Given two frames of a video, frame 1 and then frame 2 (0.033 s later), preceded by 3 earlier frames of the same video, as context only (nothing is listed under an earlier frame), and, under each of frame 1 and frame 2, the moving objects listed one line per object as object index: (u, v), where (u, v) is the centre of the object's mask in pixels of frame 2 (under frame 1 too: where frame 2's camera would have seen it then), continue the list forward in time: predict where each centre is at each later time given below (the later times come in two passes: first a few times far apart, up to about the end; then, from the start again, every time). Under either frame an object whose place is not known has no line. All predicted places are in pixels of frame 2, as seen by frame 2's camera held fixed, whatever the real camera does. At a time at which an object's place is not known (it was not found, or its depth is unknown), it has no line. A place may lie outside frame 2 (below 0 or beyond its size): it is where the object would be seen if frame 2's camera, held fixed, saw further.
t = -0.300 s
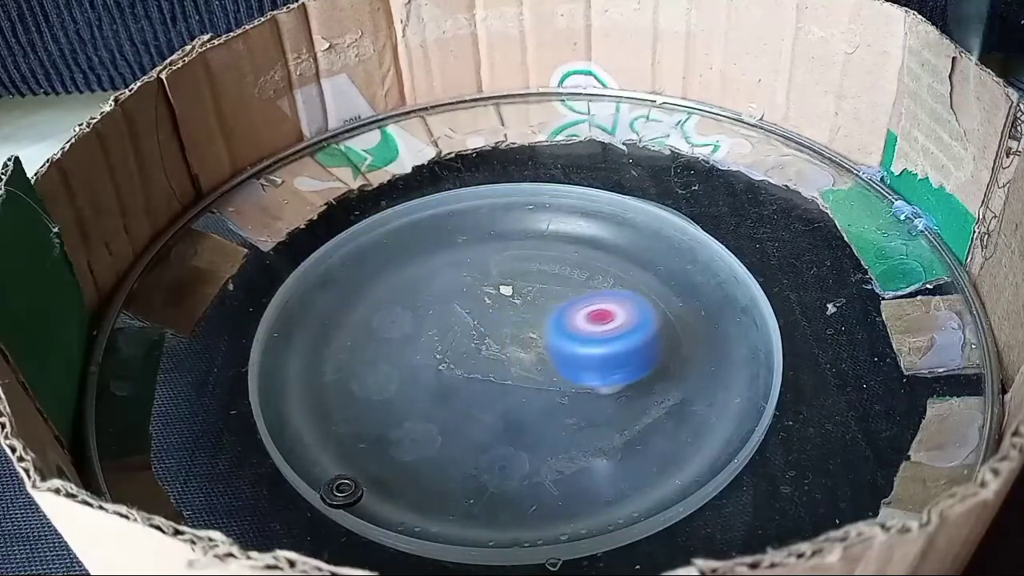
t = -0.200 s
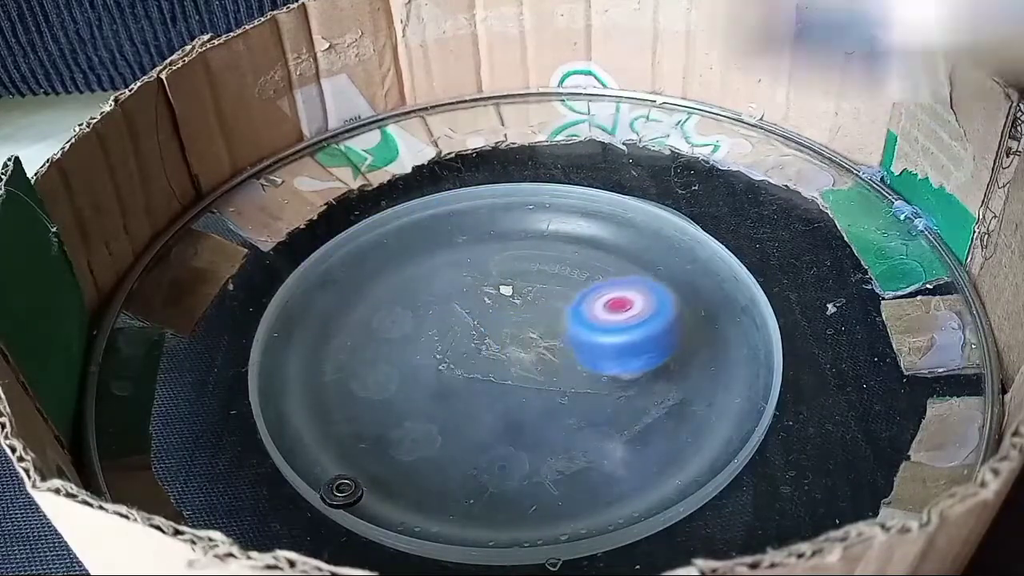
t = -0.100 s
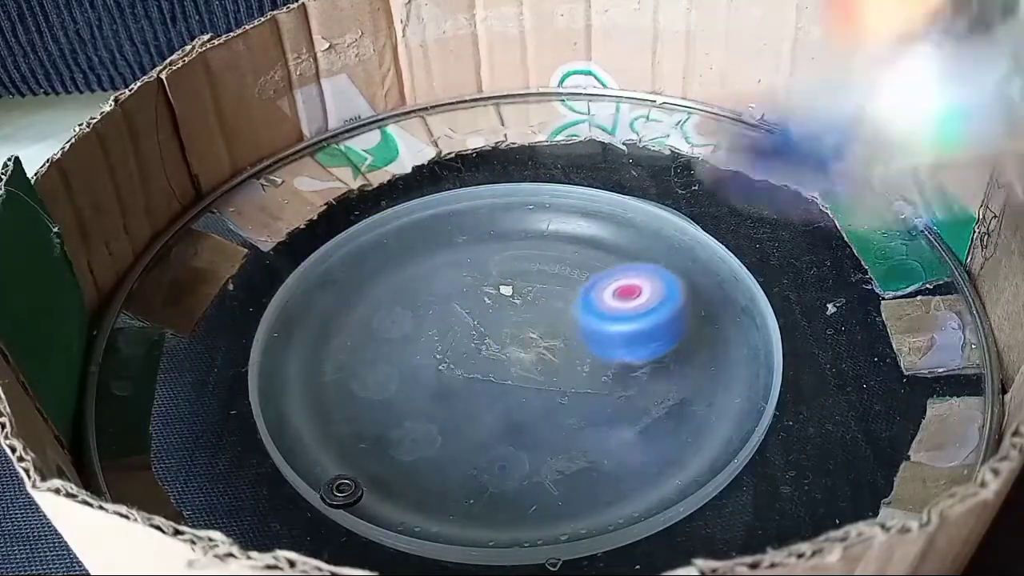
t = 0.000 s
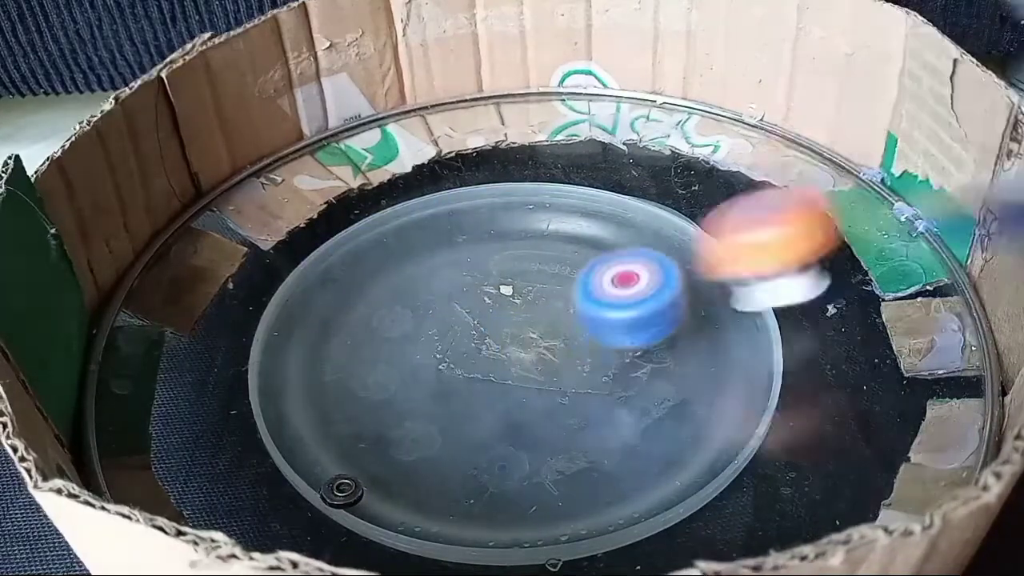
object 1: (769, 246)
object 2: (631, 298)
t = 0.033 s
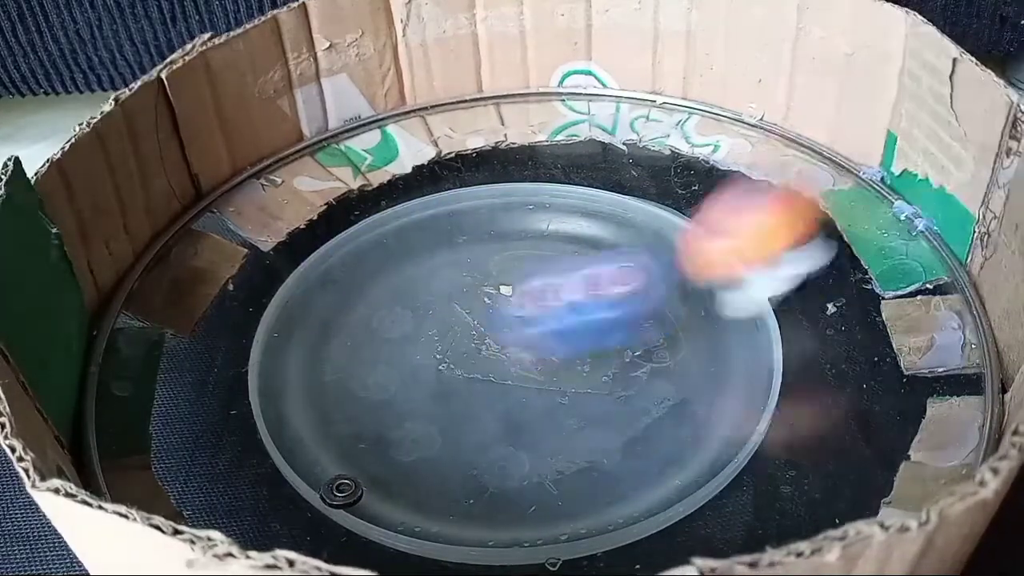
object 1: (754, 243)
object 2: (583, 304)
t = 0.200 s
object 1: (762, 142)
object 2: (236, 244)
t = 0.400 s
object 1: (588, 206)
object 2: (461, 92)
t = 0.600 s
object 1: (600, 334)
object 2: (799, 247)
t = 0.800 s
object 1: (624, 378)
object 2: (871, 362)
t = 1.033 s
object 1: (524, 324)
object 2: (760, 409)
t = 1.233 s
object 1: (429, 267)
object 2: (548, 393)
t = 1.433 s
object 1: (439, 216)
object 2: (379, 364)
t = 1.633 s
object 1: (502, 122)
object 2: (284, 417)
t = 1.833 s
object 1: (559, 162)
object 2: (350, 406)
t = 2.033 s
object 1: (654, 293)
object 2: (503, 348)
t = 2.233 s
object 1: (679, 412)
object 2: (614, 243)
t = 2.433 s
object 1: (567, 425)
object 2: (614, 215)
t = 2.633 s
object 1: (384, 339)
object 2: (520, 253)
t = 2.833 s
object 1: (294, 261)
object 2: (430, 311)
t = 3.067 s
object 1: (385, 209)
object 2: (459, 374)
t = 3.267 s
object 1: (528, 188)
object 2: (548, 346)
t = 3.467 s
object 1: (643, 197)
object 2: (585, 283)
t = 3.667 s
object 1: (673, 233)
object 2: (548, 289)
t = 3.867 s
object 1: (680, 300)
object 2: (482, 313)
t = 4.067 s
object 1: (630, 342)
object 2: (492, 328)
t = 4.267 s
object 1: (649, 341)
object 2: (419, 295)
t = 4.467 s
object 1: (531, 288)
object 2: (405, 292)
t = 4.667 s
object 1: (650, 213)
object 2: (285, 306)
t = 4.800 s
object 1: (701, 199)
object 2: (292, 322)
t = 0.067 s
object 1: (815, 199)
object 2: (432, 337)
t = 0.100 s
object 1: (869, 171)
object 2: (305, 350)
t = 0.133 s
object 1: (849, 136)
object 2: (183, 350)
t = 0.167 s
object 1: (808, 134)
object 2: (162, 291)
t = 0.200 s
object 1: (762, 142)
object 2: (236, 244)
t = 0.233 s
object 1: (699, 145)
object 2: (311, 212)
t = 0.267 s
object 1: (633, 152)
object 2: (391, 207)
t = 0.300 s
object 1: (569, 162)
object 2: (448, 152)
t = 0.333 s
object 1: (567, 171)
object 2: (446, 119)
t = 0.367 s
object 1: (580, 186)
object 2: (420, 94)
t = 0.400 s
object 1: (588, 206)
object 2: (461, 92)
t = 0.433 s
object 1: (587, 229)
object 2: (528, 129)
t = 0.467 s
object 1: (585, 251)
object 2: (588, 150)
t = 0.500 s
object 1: (584, 275)
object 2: (651, 170)
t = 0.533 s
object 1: (588, 300)
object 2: (707, 196)
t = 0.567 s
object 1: (595, 319)
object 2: (759, 221)
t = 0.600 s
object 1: (600, 334)
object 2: (799, 247)
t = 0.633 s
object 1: (606, 349)
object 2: (831, 271)
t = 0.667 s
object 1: (610, 360)
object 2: (856, 294)
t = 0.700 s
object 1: (615, 370)
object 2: (872, 316)
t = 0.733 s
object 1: (620, 375)
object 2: (881, 337)
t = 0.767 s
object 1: (623, 378)
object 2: (877, 350)
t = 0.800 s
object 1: (624, 378)
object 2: (871, 362)
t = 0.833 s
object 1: (624, 374)
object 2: (863, 372)
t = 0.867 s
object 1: (617, 371)
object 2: (856, 381)
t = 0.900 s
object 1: (608, 367)
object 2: (845, 390)
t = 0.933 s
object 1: (592, 358)
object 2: (828, 396)
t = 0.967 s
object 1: (570, 349)
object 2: (809, 401)
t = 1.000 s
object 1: (548, 338)
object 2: (786, 406)
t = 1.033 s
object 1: (524, 324)
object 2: (760, 409)
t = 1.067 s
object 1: (506, 306)
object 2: (733, 410)
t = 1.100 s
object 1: (491, 294)
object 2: (698, 410)
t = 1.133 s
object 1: (476, 283)
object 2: (665, 411)
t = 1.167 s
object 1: (459, 275)
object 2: (627, 405)
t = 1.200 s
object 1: (443, 270)
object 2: (589, 400)
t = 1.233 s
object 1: (429, 267)
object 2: (548, 393)
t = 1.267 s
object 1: (417, 263)
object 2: (512, 382)
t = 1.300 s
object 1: (407, 259)
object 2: (478, 368)
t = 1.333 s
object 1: (404, 254)
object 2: (450, 353)
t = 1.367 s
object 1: (407, 248)
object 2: (429, 341)
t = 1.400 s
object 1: (421, 239)
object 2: (406, 343)
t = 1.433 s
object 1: (439, 216)
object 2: (379, 364)
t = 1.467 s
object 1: (456, 195)
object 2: (353, 379)
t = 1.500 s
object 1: (470, 172)
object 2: (327, 396)
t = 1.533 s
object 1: (480, 157)
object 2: (305, 407)
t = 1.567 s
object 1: (489, 141)
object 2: (292, 412)
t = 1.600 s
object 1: (496, 131)
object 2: (284, 415)
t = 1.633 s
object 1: (502, 122)
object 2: (284, 417)
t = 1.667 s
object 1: (509, 119)
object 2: (285, 417)
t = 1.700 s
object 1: (518, 119)
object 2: (294, 416)
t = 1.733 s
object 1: (526, 124)
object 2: (301, 413)
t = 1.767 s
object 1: (536, 133)
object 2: (316, 412)
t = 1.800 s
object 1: (547, 143)
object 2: (333, 407)
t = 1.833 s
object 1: (559, 162)
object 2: (350, 406)
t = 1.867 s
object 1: (575, 178)
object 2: (372, 402)
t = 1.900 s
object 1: (590, 200)
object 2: (399, 395)
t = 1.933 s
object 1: (607, 225)
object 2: (425, 385)
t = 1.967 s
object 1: (623, 250)
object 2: (455, 373)
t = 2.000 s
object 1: (642, 275)
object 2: (477, 362)
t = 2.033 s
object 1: (654, 293)
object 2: (503, 348)
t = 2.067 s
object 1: (665, 312)
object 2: (528, 330)
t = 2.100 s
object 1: (672, 331)
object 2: (545, 311)
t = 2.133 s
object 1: (679, 354)
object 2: (565, 291)
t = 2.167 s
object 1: (683, 376)
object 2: (584, 273)
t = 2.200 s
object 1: (684, 396)
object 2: (600, 258)
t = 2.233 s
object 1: (679, 412)
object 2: (614, 243)
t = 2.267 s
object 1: (671, 425)
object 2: (623, 232)
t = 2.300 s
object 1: (657, 434)
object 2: (628, 222)
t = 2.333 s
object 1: (640, 438)
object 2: (628, 216)
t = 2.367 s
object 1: (619, 437)
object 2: (625, 214)
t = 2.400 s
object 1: (596, 432)
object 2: (620, 214)
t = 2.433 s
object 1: (567, 425)
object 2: (614, 215)
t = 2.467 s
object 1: (536, 415)
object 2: (603, 218)
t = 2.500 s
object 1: (506, 403)
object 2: (590, 223)
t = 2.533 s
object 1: (474, 388)
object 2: (575, 230)
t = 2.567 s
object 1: (443, 373)
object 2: (559, 238)
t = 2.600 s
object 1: (414, 356)
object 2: (542, 243)
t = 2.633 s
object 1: (384, 339)
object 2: (520, 253)
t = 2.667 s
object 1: (359, 324)
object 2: (499, 261)
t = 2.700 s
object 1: (337, 309)
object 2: (482, 269)
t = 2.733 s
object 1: (318, 295)
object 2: (467, 280)
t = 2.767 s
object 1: (305, 283)
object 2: (453, 290)
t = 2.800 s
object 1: (298, 272)
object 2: (441, 302)
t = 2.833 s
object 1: (294, 261)
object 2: (430, 311)
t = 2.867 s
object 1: (295, 250)
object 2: (427, 323)
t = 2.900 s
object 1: (300, 243)
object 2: (426, 332)
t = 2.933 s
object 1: (309, 235)
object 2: (427, 342)
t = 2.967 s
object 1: (323, 229)
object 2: (430, 351)
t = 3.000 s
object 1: (341, 223)
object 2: (437, 362)
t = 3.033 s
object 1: (363, 218)
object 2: (445, 369)
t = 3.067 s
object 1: (385, 209)
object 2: (459, 374)
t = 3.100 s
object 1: (409, 204)
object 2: (475, 377)
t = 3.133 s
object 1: (434, 200)
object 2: (487, 376)
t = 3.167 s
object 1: (459, 196)
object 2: (503, 371)
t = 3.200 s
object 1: (483, 190)
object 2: (518, 366)
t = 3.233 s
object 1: (507, 190)
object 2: (534, 355)
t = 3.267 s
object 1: (528, 188)
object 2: (548, 346)
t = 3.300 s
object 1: (550, 187)
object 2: (560, 333)
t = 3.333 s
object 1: (572, 188)
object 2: (569, 320)
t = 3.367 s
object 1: (590, 192)
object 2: (576, 306)
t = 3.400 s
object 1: (606, 194)
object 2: (583, 294)
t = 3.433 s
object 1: (623, 194)
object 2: (587, 281)
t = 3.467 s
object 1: (643, 197)
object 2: (585, 283)
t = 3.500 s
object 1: (658, 200)
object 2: (583, 284)
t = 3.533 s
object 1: (668, 201)
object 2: (579, 283)
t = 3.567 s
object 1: (677, 206)
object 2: (572, 282)
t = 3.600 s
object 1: (681, 212)
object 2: (563, 283)
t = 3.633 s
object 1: (680, 221)
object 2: (555, 285)
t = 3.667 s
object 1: (673, 233)
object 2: (548, 289)
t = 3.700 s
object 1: (661, 247)
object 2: (540, 293)
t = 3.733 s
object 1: (644, 262)
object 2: (533, 298)
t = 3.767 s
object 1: (647, 273)
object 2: (520, 302)
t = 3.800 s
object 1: (664, 284)
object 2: (498, 306)
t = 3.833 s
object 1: (676, 292)
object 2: (484, 311)
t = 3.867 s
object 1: (680, 300)
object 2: (482, 313)
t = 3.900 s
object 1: (679, 309)
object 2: (480, 318)
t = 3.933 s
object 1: (675, 318)
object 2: (483, 322)
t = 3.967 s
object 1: (664, 326)
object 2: (486, 328)
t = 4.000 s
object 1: (650, 333)
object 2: (493, 332)
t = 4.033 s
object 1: (631, 338)
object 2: (502, 335)
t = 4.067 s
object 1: (630, 342)
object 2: (492, 328)
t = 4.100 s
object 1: (650, 347)
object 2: (461, 321)
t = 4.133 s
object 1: (661, 349)
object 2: (446, 314)
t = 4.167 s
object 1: (664, 349)
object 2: (437, 308)
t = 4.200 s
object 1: (663, 348)
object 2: (431, 303)
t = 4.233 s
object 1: (658, 345)
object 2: (424, 298)
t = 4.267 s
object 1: (649, 341)
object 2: (419, 295)
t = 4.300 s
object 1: (635, 335)
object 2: (414, 292)
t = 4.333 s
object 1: (618, 328)
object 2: (410, 290)
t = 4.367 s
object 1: (600, 318)
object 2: (407, 290)
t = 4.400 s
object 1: (578, 309)
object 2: (404, 290)
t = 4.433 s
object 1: (554, 297)
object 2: (403, 291)
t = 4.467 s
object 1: (531, 288)
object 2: (405, 292)
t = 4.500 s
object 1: (521, 274)
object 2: (393, 293)
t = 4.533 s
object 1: (551, 260)
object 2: (355, 295)
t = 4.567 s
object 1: (580, 246)
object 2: (326, 297)
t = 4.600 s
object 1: (602, 233)
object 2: (306, 299)
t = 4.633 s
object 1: (625, 222)
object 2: (294, 302)
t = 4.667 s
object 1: (650, 213)
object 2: (285, 306)
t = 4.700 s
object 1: (672, 205)
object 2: (281, 310)
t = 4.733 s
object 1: (686, 200)
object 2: (281, 314)
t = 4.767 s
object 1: (696, 198)
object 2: (284, 318)
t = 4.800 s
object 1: (701, 199)
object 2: (292, 322)
